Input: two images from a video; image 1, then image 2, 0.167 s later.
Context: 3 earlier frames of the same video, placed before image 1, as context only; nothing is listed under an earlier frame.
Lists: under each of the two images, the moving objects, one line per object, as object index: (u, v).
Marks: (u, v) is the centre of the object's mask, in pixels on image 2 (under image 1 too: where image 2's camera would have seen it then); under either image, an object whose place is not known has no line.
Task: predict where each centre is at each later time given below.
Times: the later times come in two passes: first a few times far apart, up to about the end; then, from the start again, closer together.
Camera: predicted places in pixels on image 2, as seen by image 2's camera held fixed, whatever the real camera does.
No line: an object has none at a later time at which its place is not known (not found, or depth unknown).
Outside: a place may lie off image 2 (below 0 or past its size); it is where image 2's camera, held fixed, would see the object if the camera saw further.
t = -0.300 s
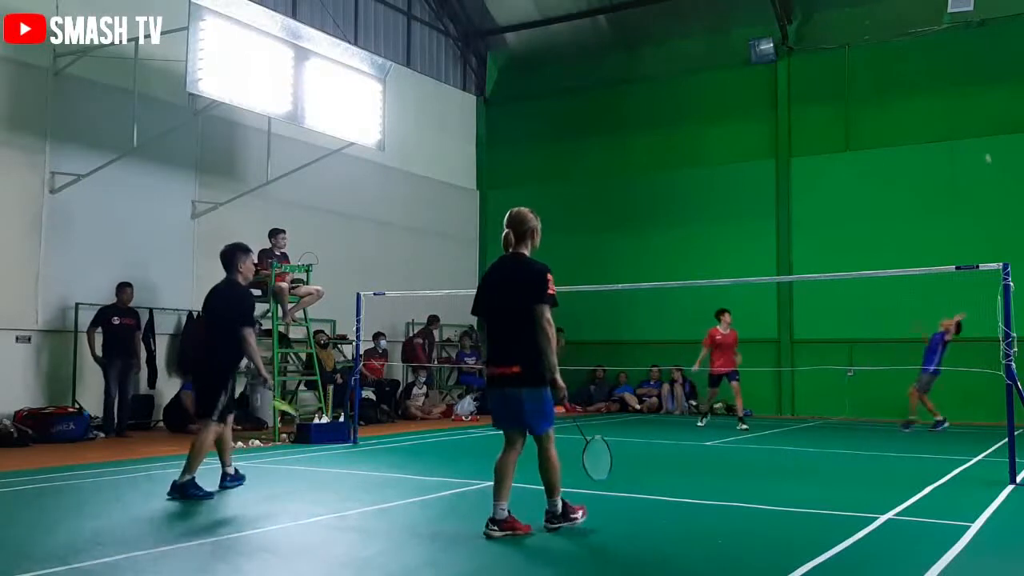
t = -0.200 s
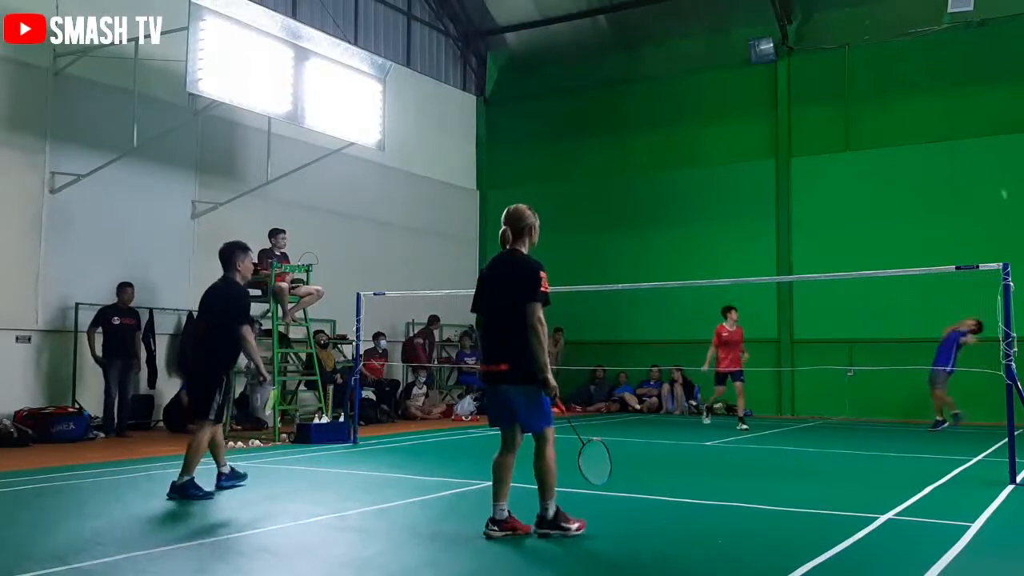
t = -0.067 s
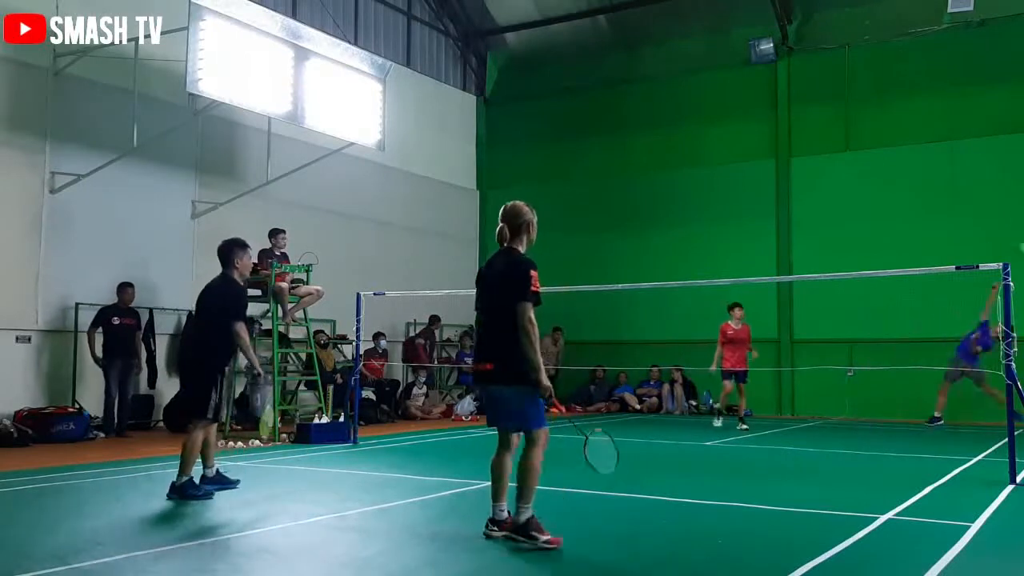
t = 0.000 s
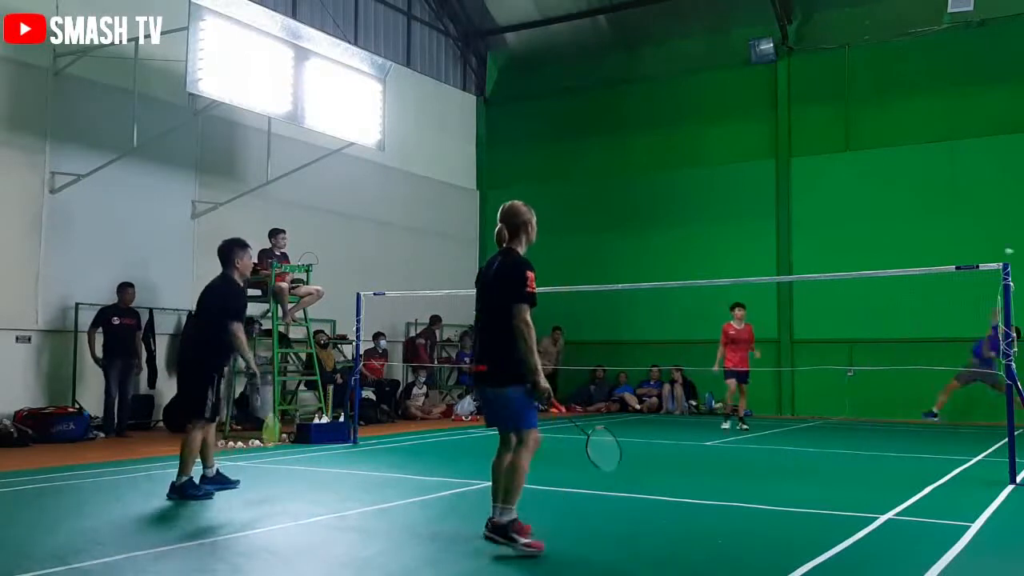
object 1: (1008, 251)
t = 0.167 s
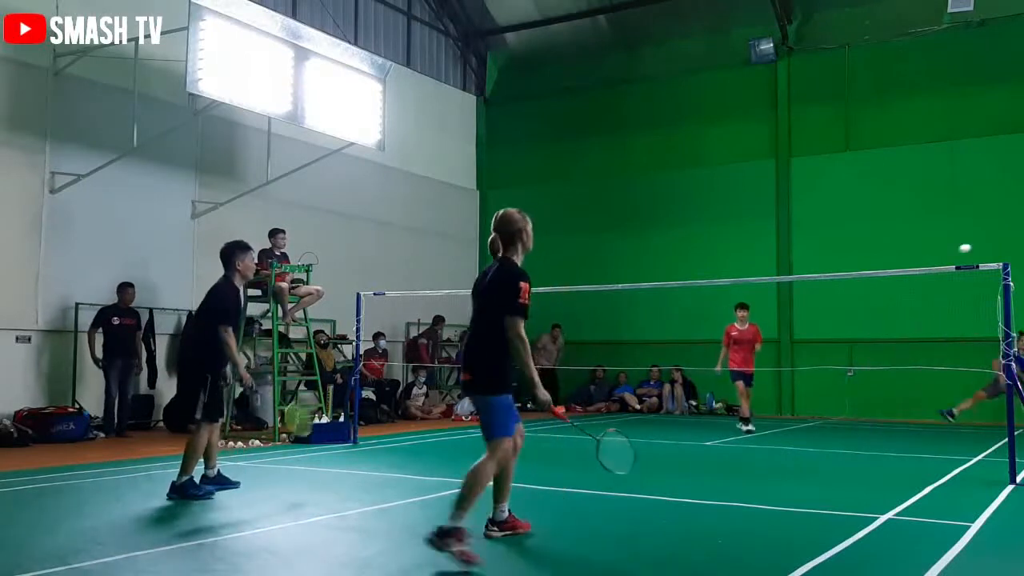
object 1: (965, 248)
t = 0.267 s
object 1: (938, 261)
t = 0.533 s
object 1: (858, 371)
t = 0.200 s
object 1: (956, 251)
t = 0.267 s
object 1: (938, 261)
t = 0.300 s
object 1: (929, 268)
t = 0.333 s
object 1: (919, 276)
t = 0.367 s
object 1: (910, 287)
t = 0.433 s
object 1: (890, 314)
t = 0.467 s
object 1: (879, 331)
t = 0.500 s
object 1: (869, 350)
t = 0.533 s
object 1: (858, 371)
